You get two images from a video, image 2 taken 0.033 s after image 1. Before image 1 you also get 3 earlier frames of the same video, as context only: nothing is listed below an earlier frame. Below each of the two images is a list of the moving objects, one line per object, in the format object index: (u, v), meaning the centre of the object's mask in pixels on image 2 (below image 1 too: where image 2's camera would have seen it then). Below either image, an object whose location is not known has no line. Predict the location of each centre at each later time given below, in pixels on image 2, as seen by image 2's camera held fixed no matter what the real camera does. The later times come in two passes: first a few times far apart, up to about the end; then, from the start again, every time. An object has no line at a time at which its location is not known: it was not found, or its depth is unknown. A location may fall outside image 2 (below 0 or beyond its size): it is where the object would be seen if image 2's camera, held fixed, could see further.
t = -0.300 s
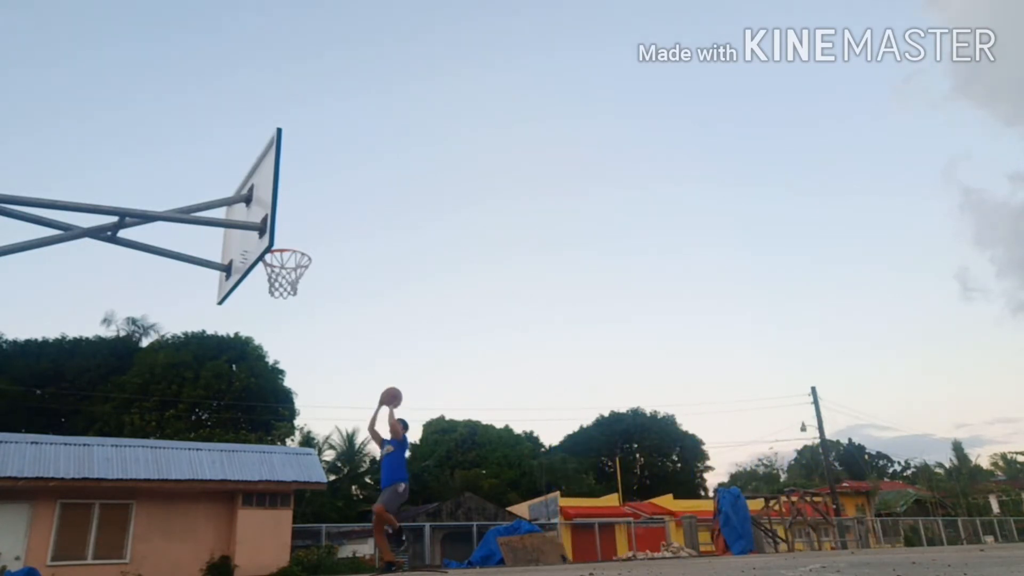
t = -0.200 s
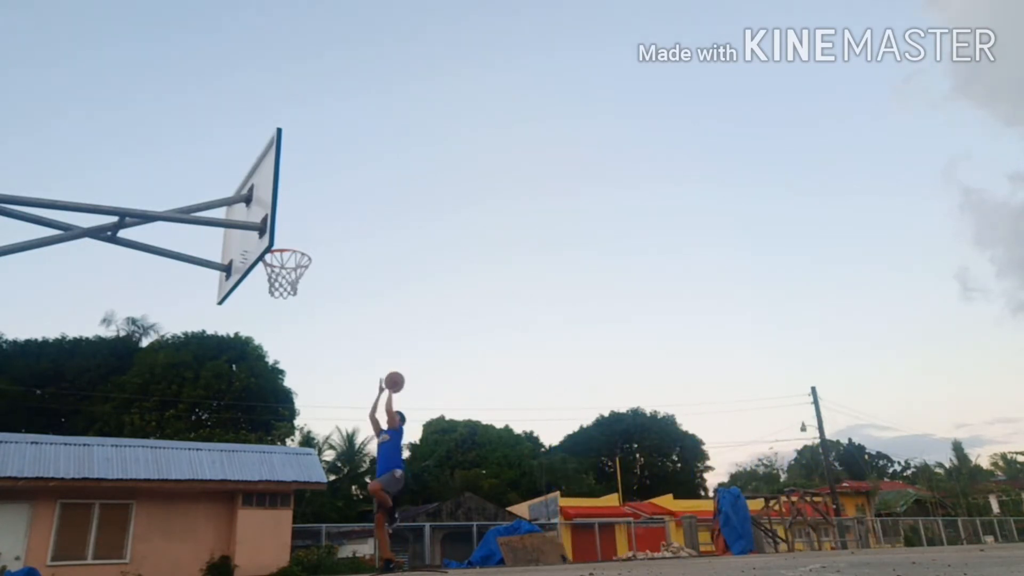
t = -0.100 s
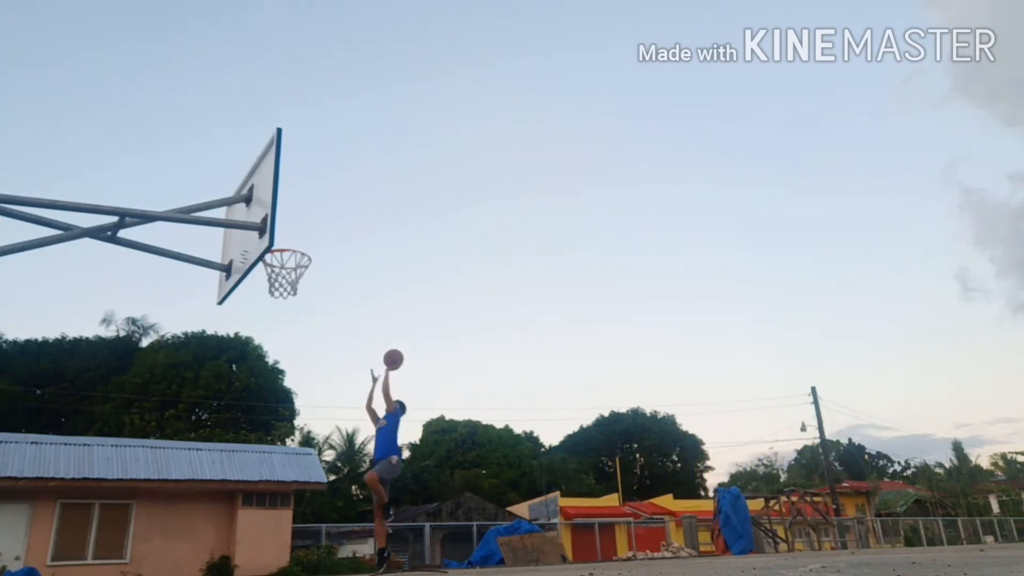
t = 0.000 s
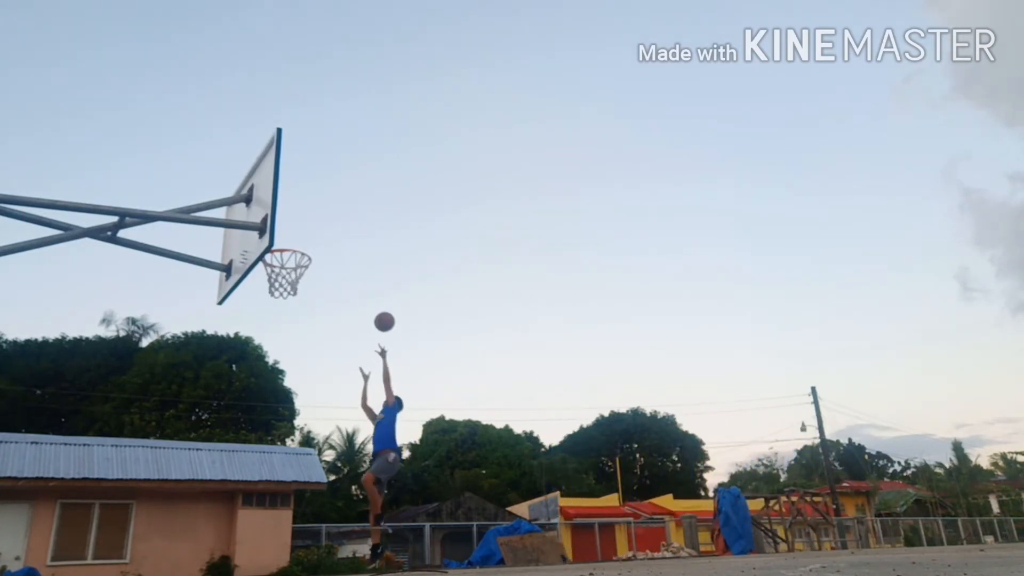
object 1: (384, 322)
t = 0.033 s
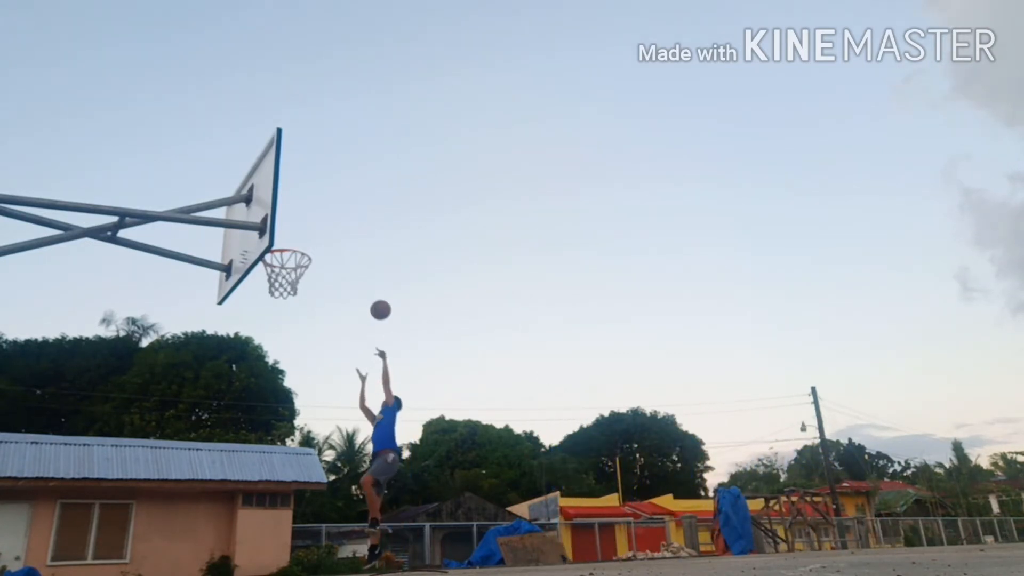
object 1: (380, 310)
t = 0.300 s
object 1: (347, 246)
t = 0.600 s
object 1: (302, 240)
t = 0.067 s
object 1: (377, 299)
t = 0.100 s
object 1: (372, 289)
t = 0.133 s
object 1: (368, 280)
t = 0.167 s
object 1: (364, 271)
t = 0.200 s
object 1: (360, 264)
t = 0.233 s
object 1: (356, 257)
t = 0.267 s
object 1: (351, 251)
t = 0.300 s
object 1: (347, 246)
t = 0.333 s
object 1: (342, 242)
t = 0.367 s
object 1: (337, 238)
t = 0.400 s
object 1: (333, 236)
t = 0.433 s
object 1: (328, 234)
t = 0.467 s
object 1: (323, 234)
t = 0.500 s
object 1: (318, 234)
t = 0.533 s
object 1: (313, 235)
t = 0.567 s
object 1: (307, 237)
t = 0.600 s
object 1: (302, 240)
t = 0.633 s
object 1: (296, 244)
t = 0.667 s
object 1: (291, 250)
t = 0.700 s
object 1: (284, 257)
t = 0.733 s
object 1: (282, 264)
